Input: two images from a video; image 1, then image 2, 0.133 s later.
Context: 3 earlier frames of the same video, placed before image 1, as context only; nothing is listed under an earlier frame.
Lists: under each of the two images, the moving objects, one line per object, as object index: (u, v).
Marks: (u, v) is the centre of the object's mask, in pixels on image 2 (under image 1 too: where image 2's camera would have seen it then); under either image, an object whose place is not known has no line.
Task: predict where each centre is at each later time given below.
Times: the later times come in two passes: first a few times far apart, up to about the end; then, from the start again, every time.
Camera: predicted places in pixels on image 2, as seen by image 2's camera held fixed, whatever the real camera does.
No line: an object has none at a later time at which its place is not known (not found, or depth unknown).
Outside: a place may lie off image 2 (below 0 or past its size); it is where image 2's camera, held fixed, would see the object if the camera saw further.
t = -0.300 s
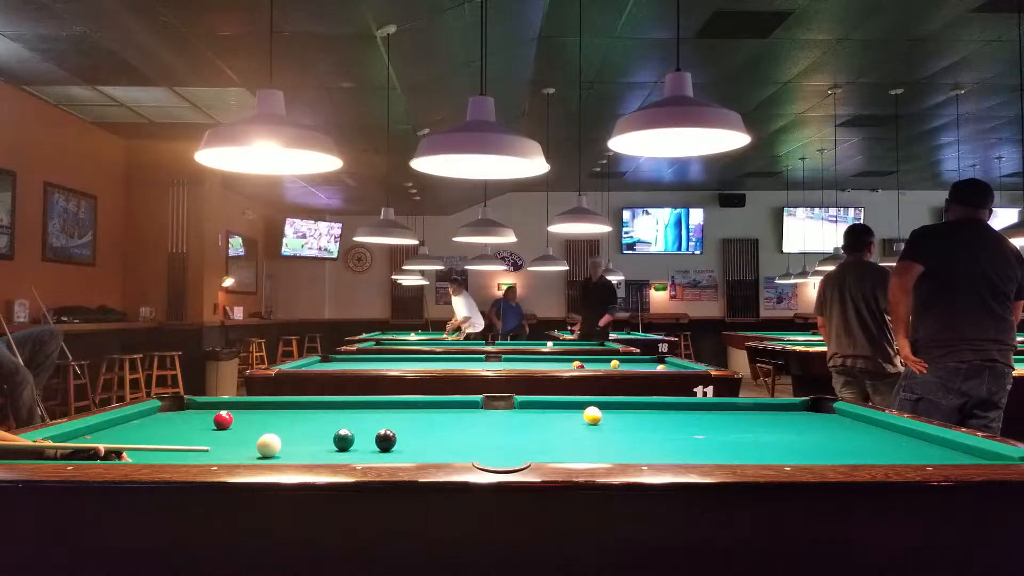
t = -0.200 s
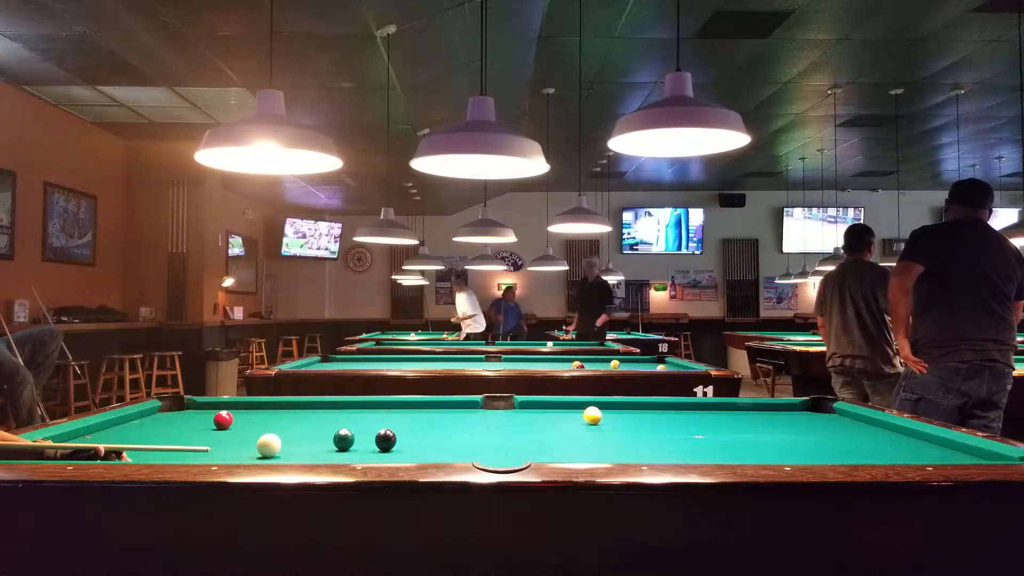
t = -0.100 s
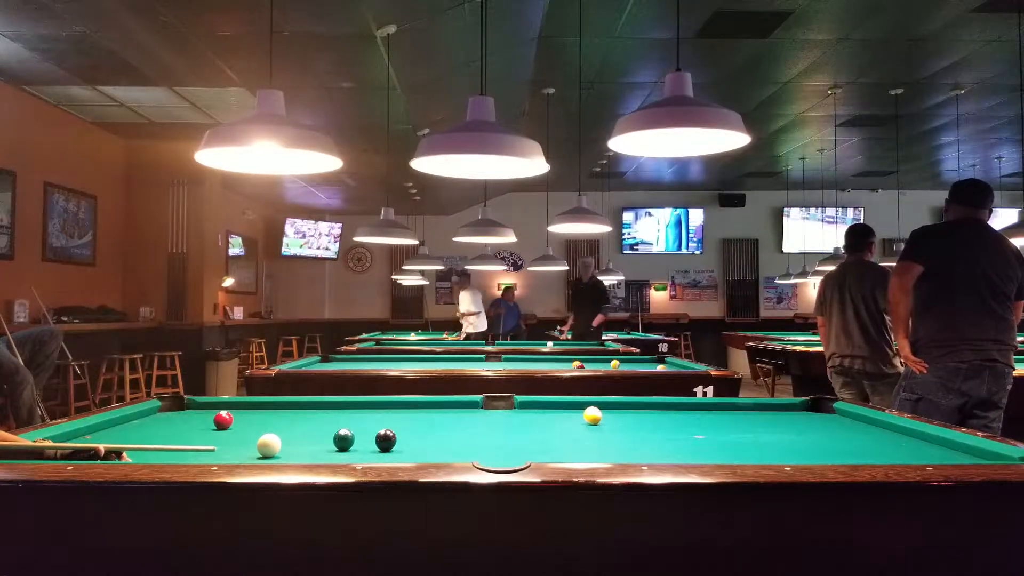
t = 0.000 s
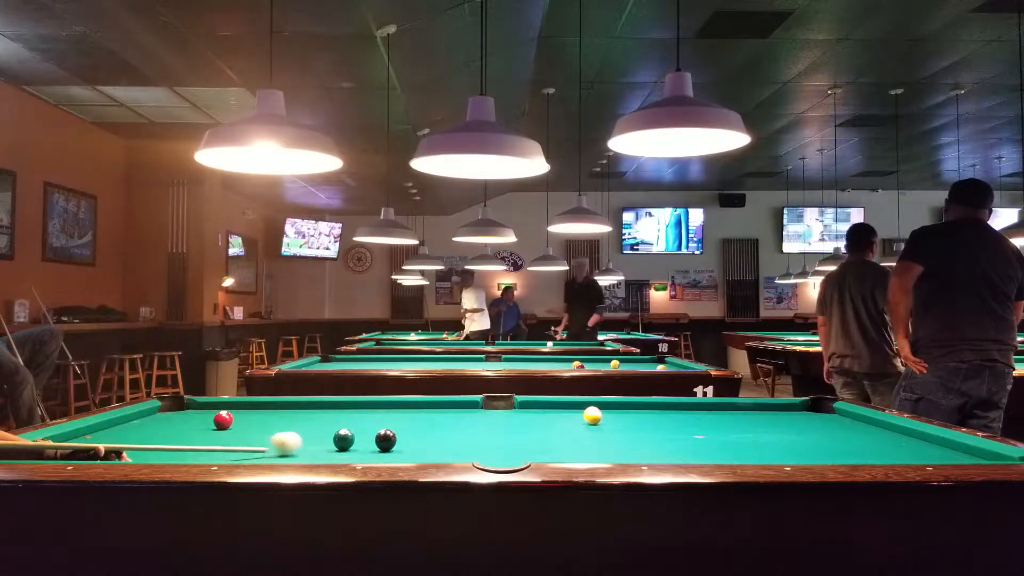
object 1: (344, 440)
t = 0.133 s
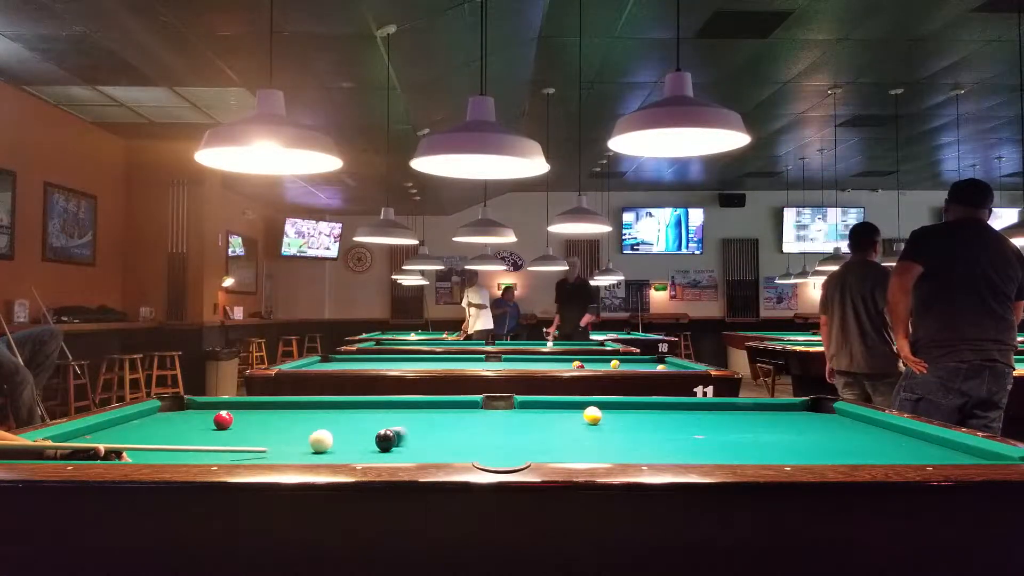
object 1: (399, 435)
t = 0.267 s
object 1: (462, 430)
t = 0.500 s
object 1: (556, 423)
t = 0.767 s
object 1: (650, 416)
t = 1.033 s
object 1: (733, 411)
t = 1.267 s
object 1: (797, 406)
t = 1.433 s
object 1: (831, 409)
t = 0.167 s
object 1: (414, 434)
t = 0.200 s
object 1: (431, 433)
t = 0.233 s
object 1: (446, 432)
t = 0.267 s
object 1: (462, 430)
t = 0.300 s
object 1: (475, 430)
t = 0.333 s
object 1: (490, 428)
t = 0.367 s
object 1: (503, 427)
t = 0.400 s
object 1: (517, 426)
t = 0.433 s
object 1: (530, 425)
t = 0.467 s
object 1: (543, 425)
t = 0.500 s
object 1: (556, 423)
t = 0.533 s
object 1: (569, 422)
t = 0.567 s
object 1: (580, 422)
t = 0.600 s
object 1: (594, 422)
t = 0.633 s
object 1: (606, 420)
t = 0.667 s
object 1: (617, 419)
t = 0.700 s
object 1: (628, 418)
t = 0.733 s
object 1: (639, 417)
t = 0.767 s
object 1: (650, 416)
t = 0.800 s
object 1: (662, 415)
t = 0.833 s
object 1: (671, 415)
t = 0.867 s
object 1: (682, 414)
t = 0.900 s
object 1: (693, 414)
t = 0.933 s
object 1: (703, 412)
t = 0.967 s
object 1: (712, 412)
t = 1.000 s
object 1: (723, 411)
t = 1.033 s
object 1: (733, 411)
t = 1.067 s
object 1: (742, 410)
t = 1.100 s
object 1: (751, 410)
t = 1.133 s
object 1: (759, 409)
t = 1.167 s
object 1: (768, 409)
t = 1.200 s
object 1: (779, 408)
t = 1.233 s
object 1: (787, 408)
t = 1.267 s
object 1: (797, 406)
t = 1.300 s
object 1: (803, 406)
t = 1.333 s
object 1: (812, 405)
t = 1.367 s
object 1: (819, 405)
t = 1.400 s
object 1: (826, 406)
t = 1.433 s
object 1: (831, 409)
